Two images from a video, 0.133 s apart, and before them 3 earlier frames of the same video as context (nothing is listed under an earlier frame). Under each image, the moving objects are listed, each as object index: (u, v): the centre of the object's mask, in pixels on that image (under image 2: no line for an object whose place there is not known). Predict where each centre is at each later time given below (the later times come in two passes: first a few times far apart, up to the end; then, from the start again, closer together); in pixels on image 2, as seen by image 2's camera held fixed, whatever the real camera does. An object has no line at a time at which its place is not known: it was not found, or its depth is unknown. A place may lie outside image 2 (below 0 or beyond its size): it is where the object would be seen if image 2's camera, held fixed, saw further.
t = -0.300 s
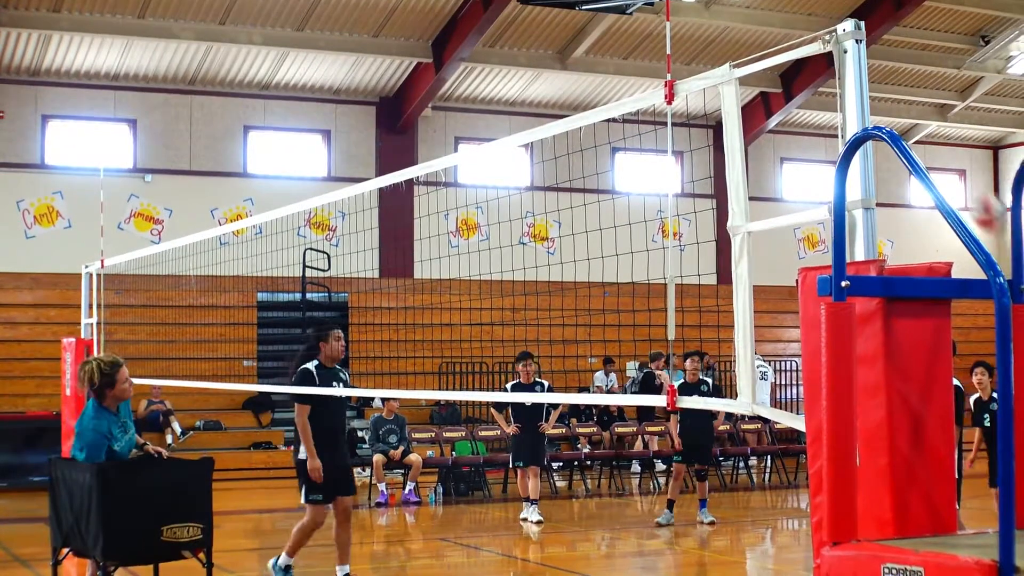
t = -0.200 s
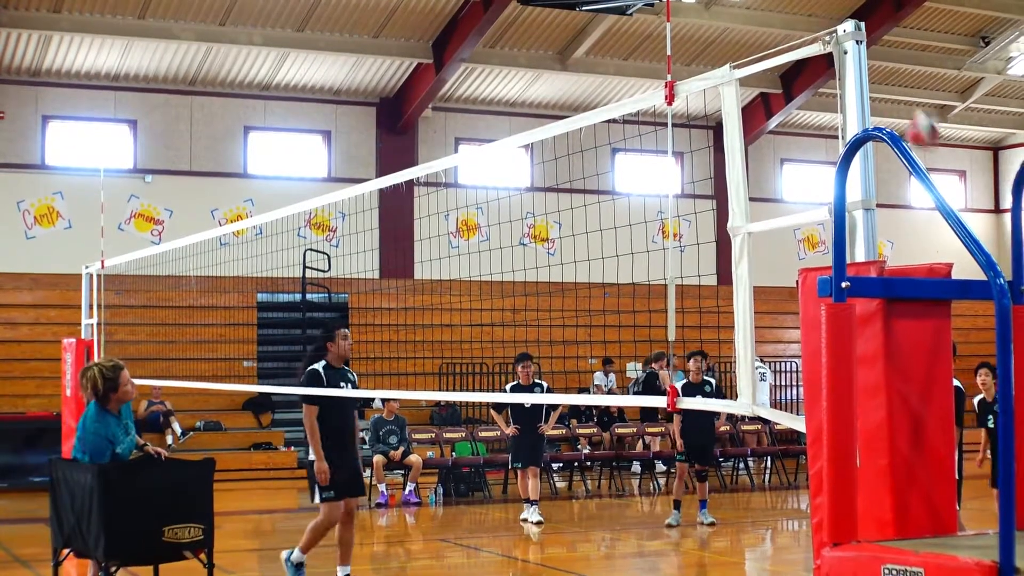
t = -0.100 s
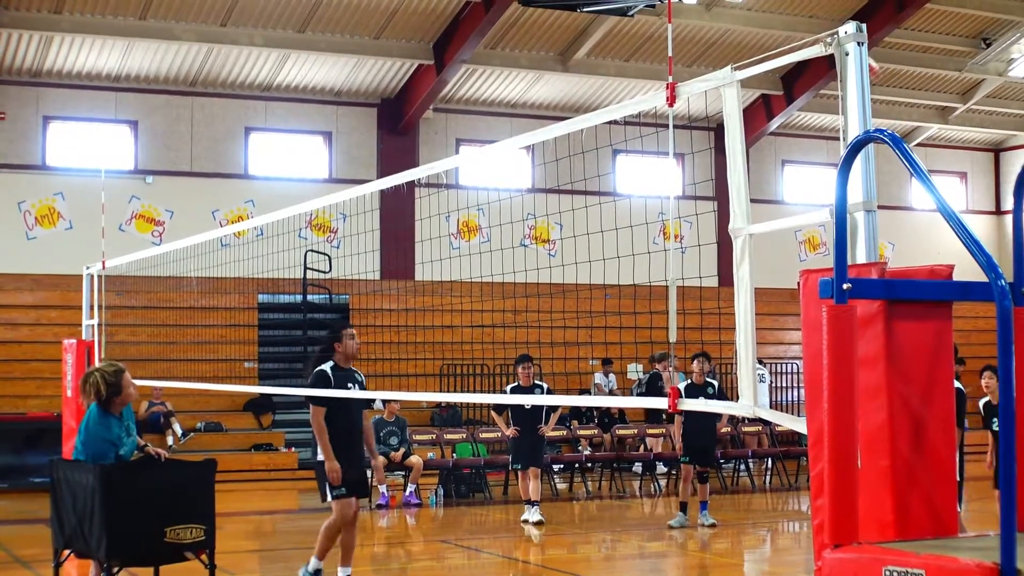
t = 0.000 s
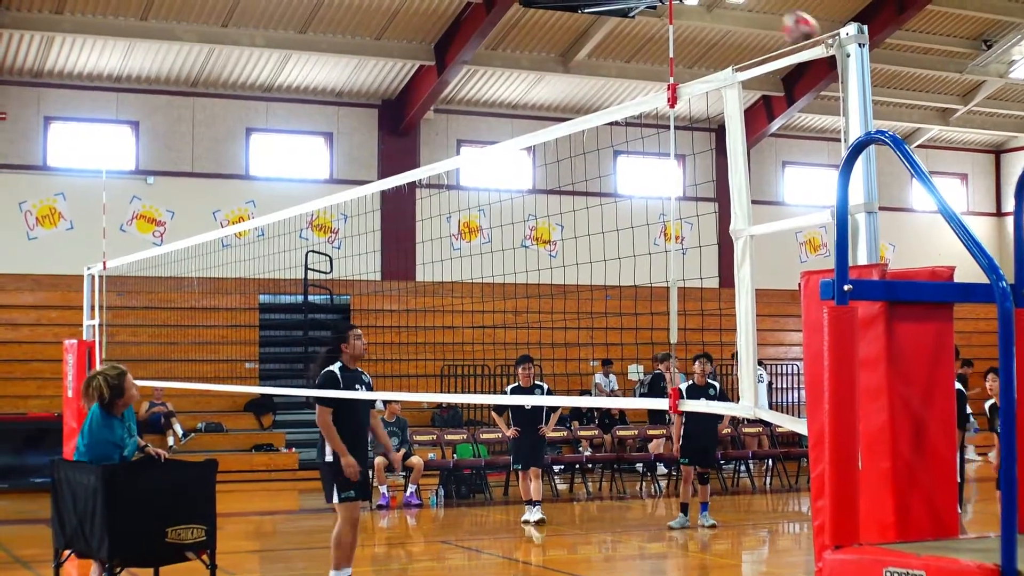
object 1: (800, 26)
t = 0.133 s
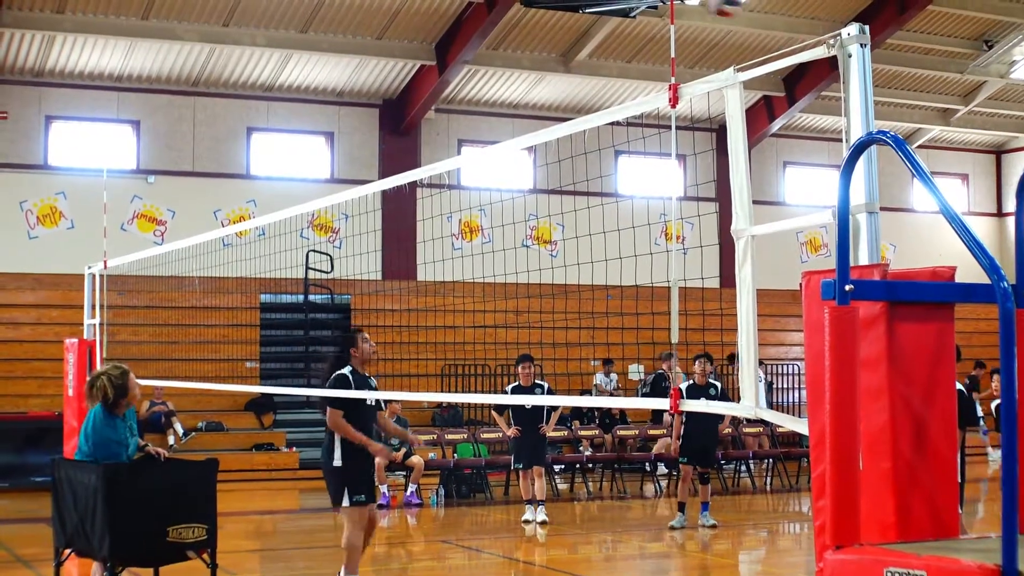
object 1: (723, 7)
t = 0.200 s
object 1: (692, 6)
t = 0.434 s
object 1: (574, 37)
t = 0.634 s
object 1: (486, 127)
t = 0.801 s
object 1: (417, 248)
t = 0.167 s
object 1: (709, 6)
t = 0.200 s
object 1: (692, 6)
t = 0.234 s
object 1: (671, 6)
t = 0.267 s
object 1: (654, 8)
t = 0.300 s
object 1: (638, 9)
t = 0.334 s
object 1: (623, 13)
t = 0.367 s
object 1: (607, 16)
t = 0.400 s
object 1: (590, 27)
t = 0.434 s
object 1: (574, 37)
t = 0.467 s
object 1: (560, 48)
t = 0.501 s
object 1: (545, 60)
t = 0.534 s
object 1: (530, 76)
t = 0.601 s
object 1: (500, 111)
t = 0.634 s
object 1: (486, 127)
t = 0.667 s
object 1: (471, 143)
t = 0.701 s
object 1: (459, 178)
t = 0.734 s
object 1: (446, 196)
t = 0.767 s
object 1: (432, 223)
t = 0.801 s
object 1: (417, 248)
